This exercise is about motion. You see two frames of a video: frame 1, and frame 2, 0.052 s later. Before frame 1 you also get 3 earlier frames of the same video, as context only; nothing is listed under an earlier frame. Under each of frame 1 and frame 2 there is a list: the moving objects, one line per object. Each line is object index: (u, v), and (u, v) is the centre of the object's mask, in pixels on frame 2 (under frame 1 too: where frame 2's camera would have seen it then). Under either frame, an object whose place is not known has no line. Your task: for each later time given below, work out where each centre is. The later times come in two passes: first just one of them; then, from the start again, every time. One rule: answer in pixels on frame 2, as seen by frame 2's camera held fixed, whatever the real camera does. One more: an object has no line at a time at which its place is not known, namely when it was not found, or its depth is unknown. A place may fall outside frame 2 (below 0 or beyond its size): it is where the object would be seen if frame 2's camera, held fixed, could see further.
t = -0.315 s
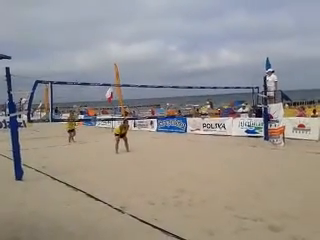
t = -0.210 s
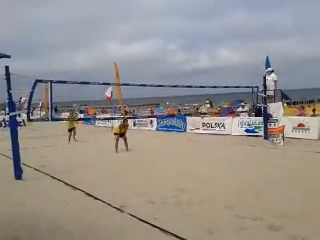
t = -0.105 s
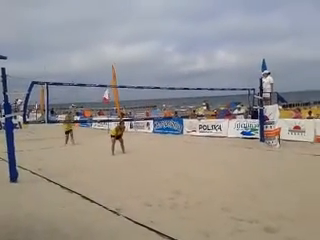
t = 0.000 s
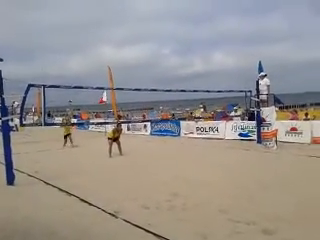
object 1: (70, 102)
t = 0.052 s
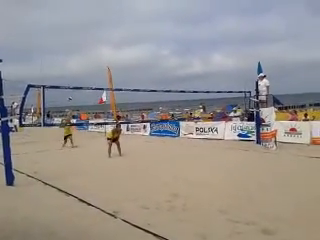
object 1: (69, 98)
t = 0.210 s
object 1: (69, 95)
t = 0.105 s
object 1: (70, 96)
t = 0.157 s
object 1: (70, 95)
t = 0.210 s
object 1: (69, 95)
